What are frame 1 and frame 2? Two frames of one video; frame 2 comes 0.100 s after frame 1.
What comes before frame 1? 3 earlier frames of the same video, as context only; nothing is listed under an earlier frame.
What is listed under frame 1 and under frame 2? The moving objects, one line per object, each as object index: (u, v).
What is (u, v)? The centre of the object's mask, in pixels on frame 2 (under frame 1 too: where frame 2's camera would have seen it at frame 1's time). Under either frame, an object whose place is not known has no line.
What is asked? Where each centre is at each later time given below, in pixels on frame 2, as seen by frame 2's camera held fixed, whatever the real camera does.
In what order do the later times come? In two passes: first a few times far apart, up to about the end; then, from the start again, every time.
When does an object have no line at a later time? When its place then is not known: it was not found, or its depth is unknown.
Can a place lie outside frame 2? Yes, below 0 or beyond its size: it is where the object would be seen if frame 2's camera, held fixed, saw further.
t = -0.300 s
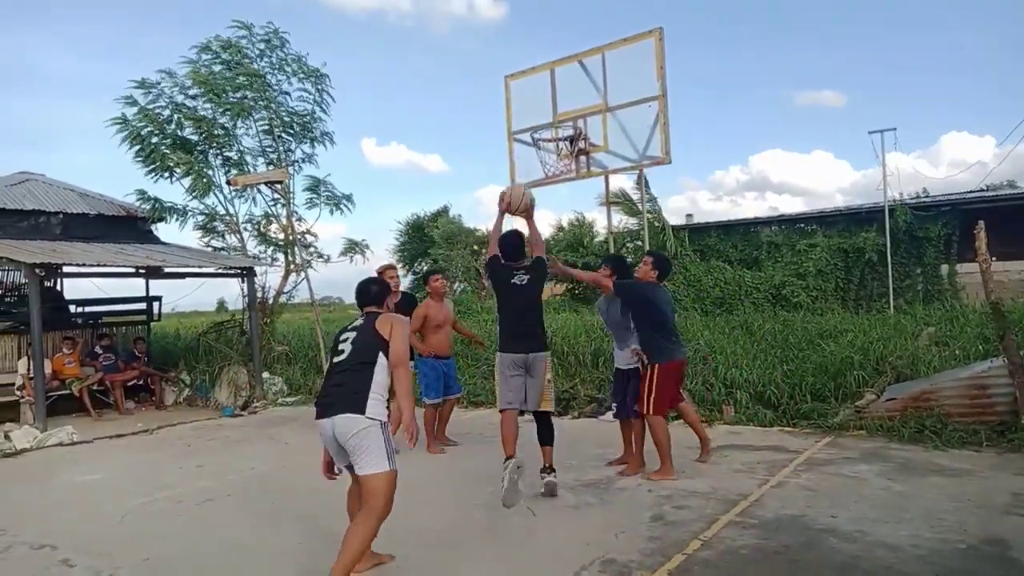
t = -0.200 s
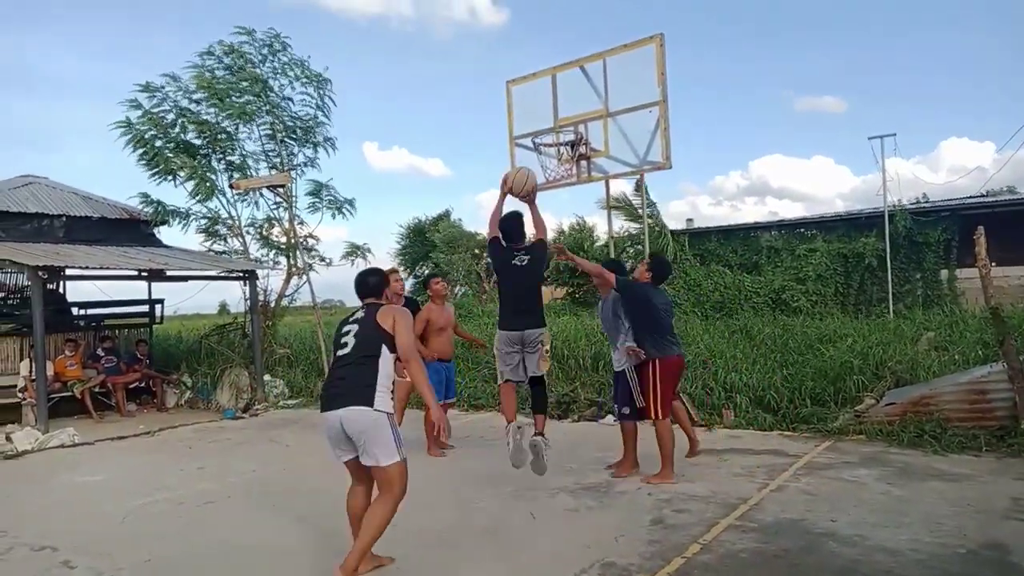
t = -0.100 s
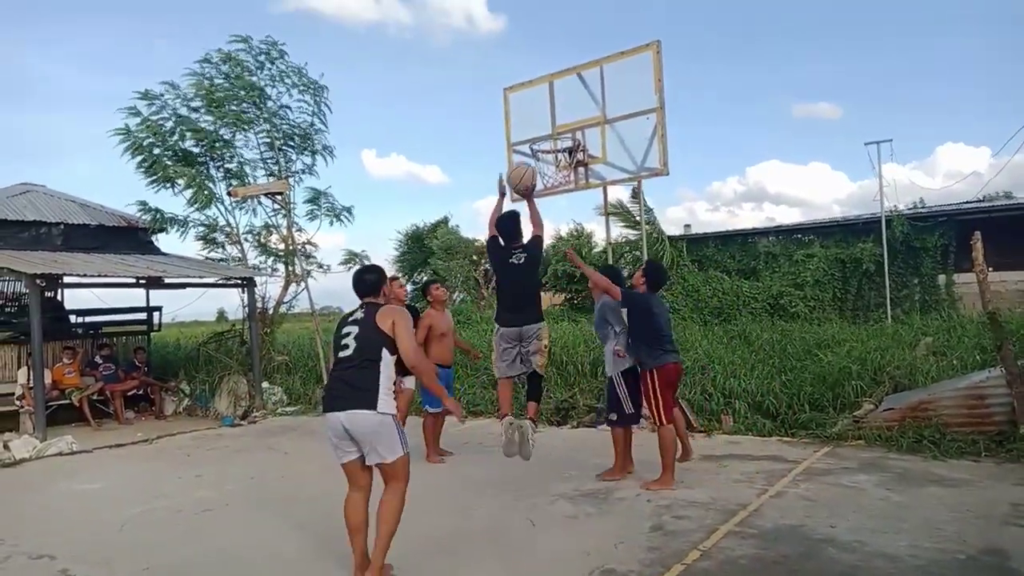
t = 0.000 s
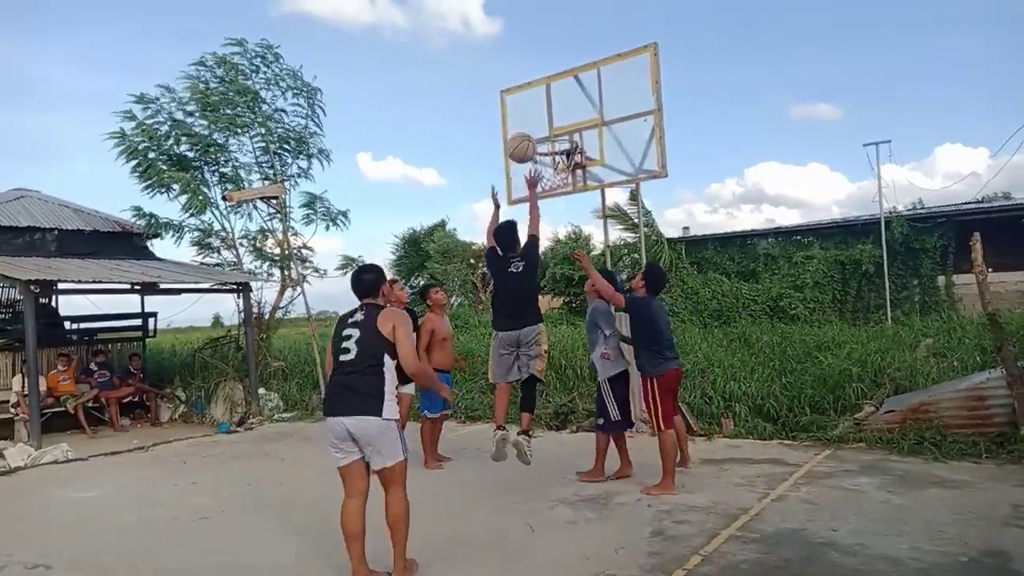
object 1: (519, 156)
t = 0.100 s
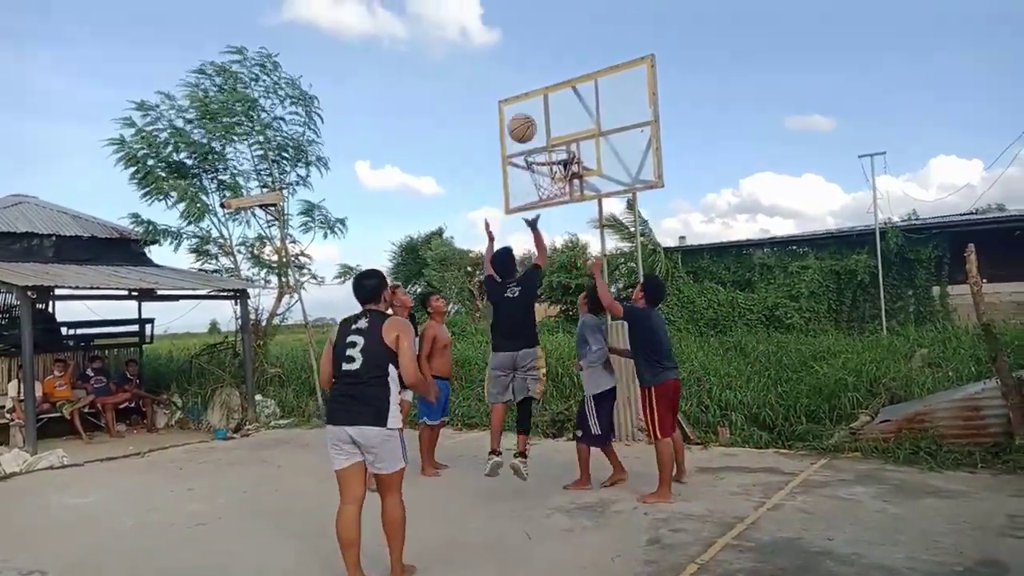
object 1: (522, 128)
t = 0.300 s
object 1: (528, 110)
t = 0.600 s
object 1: (539, 149)
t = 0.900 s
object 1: (557, 138)
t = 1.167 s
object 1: (558, 134)
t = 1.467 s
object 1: (551, 180)
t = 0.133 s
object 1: (524, 121)
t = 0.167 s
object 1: (525, 117)
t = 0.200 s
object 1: (525, 115)
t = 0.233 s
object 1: (526, 112)
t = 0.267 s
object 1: (527, 110)
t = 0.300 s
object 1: (528, 110)
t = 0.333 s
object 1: (530, 112)
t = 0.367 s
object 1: (531, 114)
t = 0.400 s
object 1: (533, 117)
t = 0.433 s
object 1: (533, 122)
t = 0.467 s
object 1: (534, 126)
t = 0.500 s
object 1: (536, 132)
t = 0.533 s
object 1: (536, 139)
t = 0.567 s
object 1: (537, 147)
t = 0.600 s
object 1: (539, 149)
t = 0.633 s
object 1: (540, 142)
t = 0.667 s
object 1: (542, 139)
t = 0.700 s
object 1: (545, 135)
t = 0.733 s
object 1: (546, 133)
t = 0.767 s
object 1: (548, 132)
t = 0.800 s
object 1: (551, 132)
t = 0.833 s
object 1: (553, 133)
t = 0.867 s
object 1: (555, 135)
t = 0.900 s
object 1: (557, 138)
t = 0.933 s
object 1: (558, 140)
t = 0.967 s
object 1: (560, 146)
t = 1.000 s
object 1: (560, 142)
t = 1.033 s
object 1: (559, 139)
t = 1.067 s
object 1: (559, 136)
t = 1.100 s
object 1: (558, 134)
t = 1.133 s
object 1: (558, 134)
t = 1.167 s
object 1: (558, 134)
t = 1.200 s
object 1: (557, 135)
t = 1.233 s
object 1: (556, 137)
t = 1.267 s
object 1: (556, 140)
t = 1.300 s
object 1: (556, 145)
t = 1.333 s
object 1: (556, 148)
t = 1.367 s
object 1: (556, 156)
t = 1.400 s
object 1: (553, 164)
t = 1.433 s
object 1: (552, 171)
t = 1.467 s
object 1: (551, 180)
